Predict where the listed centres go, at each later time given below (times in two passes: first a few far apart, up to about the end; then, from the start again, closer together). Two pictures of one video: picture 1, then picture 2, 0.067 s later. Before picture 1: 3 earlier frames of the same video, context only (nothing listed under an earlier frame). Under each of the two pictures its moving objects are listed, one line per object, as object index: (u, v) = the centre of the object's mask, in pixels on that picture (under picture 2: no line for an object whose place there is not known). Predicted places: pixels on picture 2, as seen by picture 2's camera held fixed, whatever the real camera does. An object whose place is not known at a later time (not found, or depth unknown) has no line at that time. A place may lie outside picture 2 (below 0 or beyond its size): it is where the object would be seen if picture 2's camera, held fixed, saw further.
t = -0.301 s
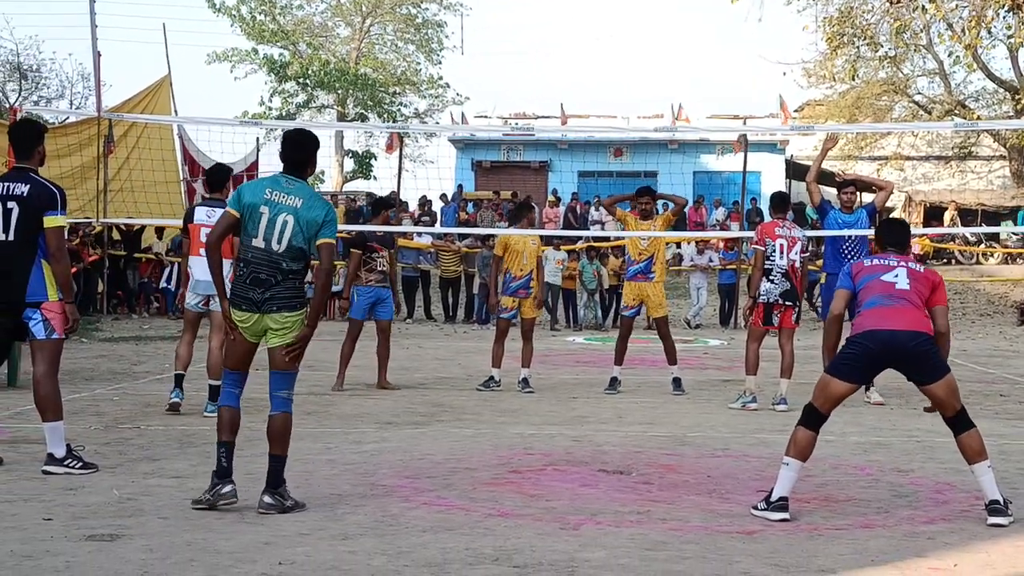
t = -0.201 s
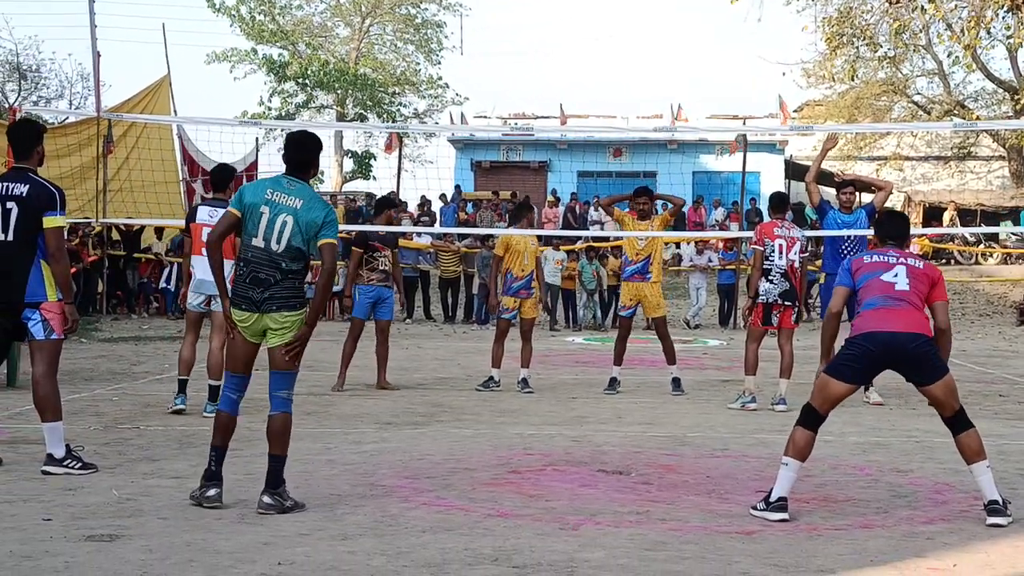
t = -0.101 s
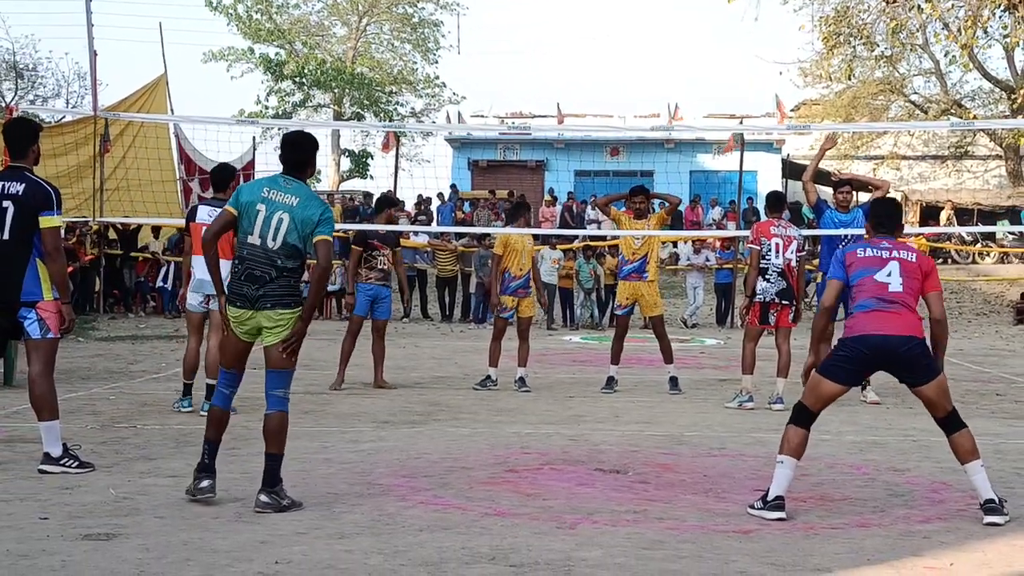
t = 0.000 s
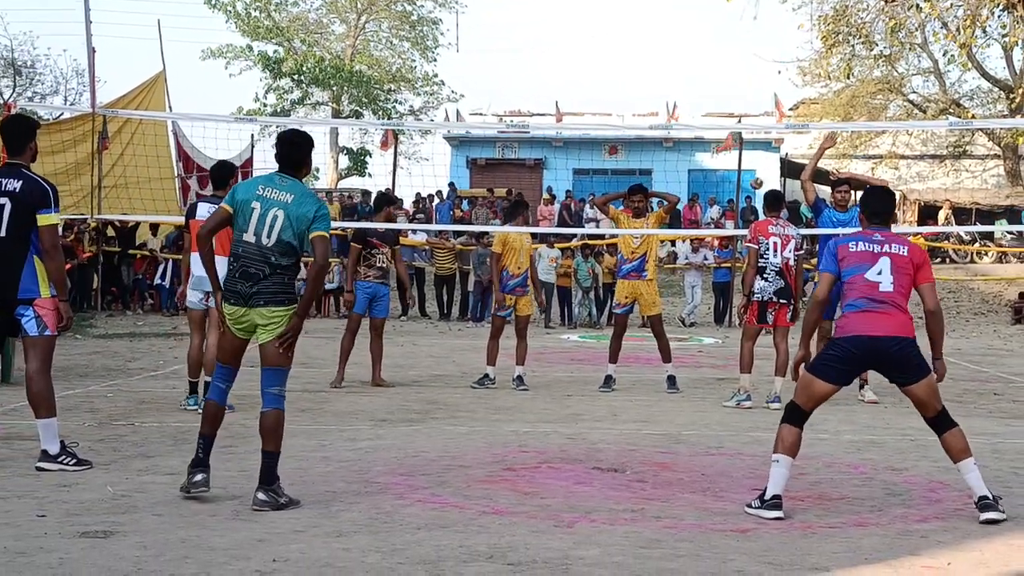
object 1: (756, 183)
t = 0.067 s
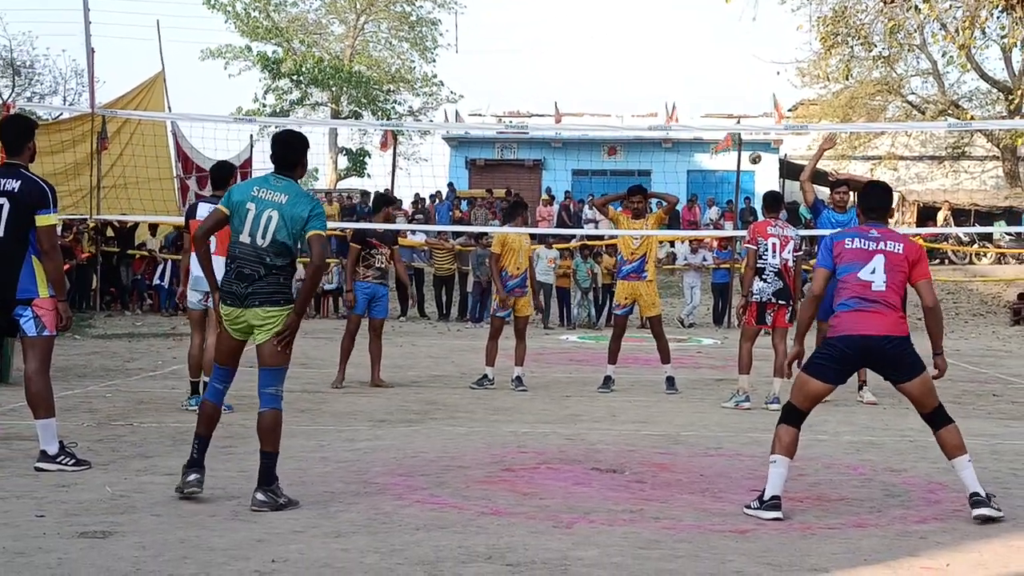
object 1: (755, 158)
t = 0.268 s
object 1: (752, 97)
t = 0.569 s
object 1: (746, 51)
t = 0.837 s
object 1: (740, 60)
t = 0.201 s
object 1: (753, 114)
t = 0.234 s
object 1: (753, 105)
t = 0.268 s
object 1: (752, 97)
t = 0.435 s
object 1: (749, 64)
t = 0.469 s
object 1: (749, 60)
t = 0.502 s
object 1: (748, 56)
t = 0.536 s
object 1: (747, 54)
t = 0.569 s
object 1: (746, 51)
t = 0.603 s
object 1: (745, 50)
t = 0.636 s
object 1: (745, 49)
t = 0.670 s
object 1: (744, 49)
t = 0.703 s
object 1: (743, 50)
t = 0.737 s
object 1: (742, 51)
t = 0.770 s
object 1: (741, 53)
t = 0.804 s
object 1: (740, 56)
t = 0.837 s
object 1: (740, 60)
